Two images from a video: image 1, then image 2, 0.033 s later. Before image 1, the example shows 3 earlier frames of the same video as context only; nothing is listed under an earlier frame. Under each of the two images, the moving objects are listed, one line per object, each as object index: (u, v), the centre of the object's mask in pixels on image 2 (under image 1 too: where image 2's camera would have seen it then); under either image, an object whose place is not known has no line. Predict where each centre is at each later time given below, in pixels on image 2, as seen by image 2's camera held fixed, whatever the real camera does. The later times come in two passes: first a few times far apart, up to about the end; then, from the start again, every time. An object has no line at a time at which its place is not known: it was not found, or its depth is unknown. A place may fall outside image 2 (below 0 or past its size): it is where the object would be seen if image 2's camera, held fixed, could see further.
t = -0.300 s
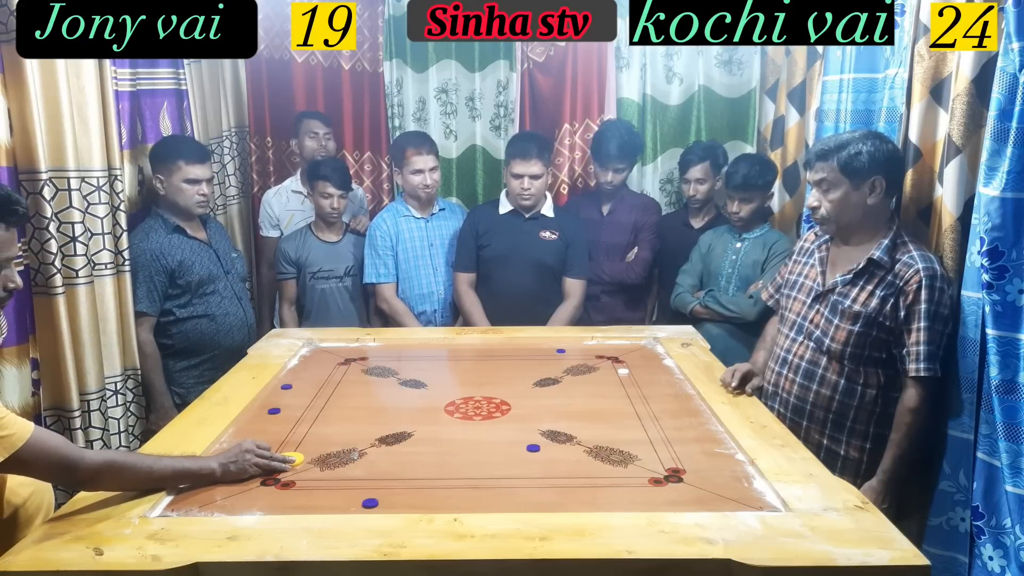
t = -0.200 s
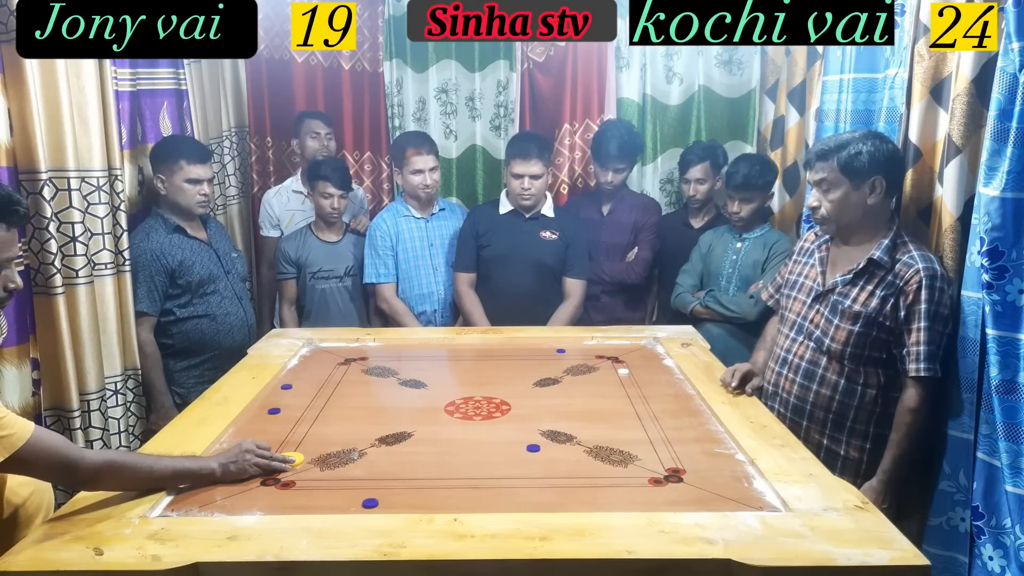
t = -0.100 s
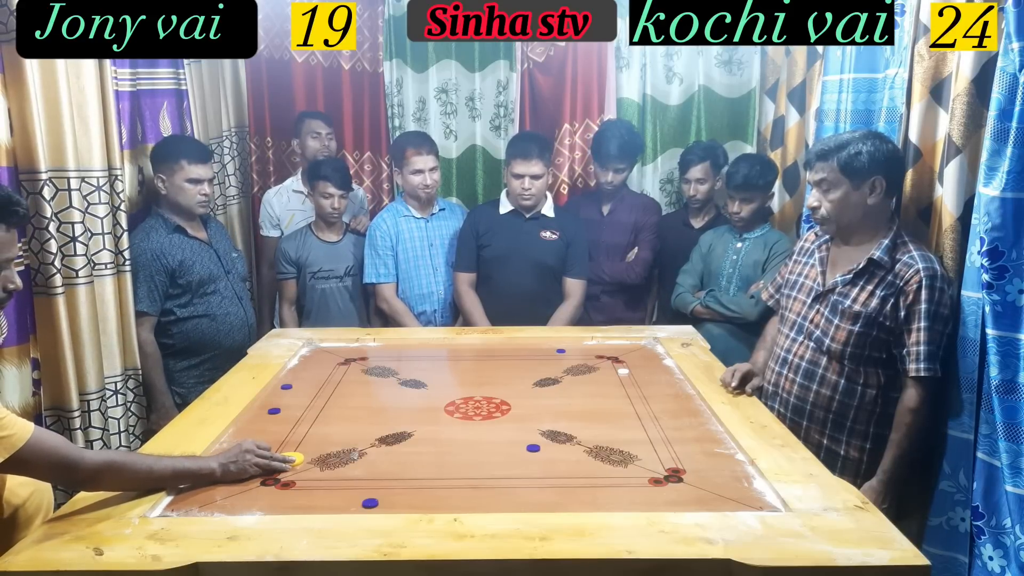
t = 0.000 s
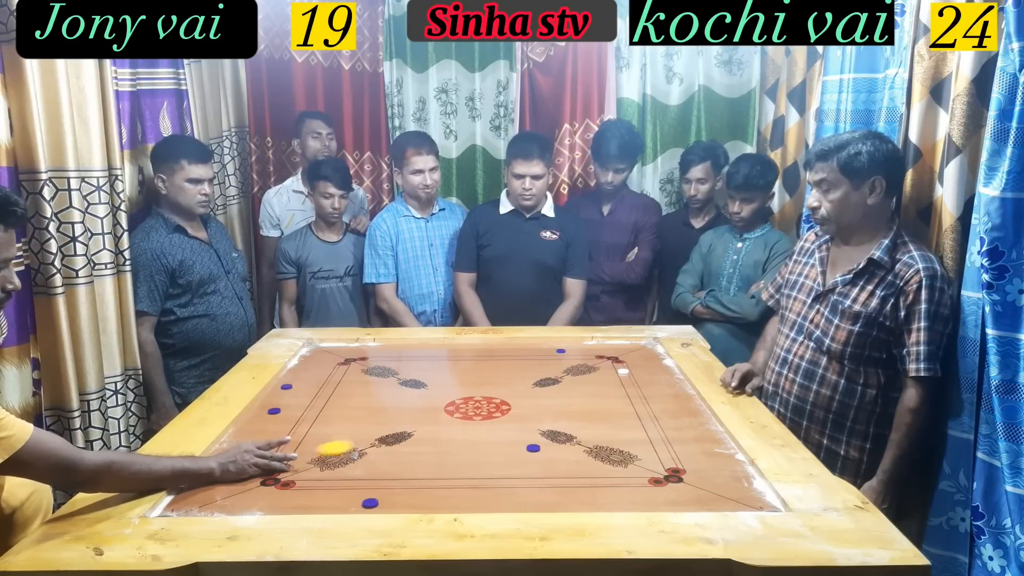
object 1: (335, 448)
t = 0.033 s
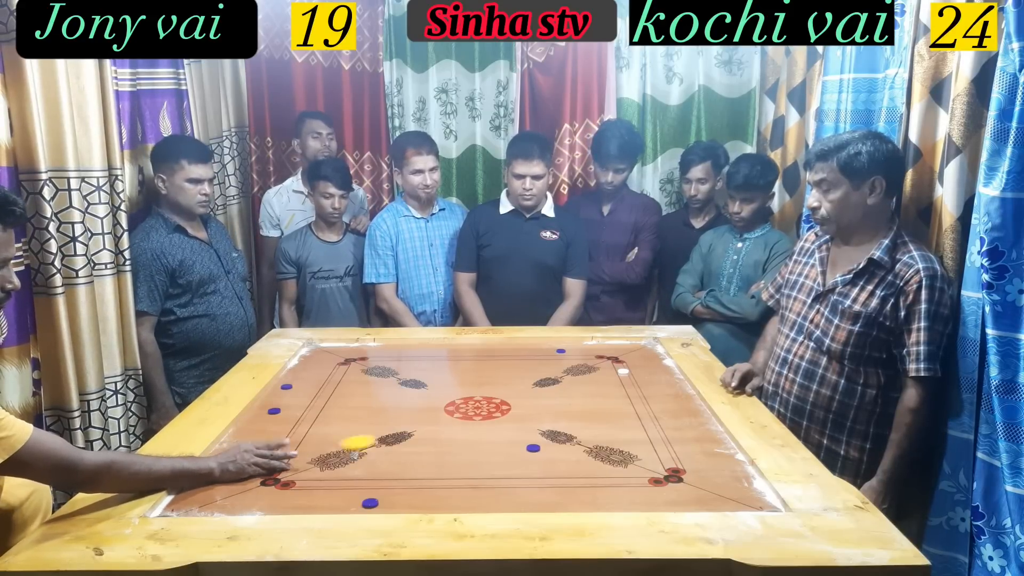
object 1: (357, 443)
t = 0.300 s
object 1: (501, 406)
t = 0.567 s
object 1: (598, 381)
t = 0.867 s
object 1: (665, 368)
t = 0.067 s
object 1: (379, 437)
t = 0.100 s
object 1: (399, 432)
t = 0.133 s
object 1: (418, 428)
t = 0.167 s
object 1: (437, 423)
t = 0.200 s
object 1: (455, 418)
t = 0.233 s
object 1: (471, 414)
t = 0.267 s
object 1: (487, 410)
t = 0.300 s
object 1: (501, 406)
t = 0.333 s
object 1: (515, 403)
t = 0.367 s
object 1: (530, 399)
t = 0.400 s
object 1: (542, 396)
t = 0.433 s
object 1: (554, 393)
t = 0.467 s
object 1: (566, 389)
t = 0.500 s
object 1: (578, 387)
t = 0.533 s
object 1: (588, 384)
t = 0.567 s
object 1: (598, 381)
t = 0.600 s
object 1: (608, 379)
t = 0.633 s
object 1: (617, 377)
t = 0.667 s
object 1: (626, 375)
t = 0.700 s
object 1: (633, 374)
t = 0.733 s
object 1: (641, 372)
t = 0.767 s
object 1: (647, 371)
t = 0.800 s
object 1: (654, 370)
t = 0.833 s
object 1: (659, 369)
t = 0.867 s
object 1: (665, 368)
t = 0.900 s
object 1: (661, 368)
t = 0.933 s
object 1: (657, 367)
